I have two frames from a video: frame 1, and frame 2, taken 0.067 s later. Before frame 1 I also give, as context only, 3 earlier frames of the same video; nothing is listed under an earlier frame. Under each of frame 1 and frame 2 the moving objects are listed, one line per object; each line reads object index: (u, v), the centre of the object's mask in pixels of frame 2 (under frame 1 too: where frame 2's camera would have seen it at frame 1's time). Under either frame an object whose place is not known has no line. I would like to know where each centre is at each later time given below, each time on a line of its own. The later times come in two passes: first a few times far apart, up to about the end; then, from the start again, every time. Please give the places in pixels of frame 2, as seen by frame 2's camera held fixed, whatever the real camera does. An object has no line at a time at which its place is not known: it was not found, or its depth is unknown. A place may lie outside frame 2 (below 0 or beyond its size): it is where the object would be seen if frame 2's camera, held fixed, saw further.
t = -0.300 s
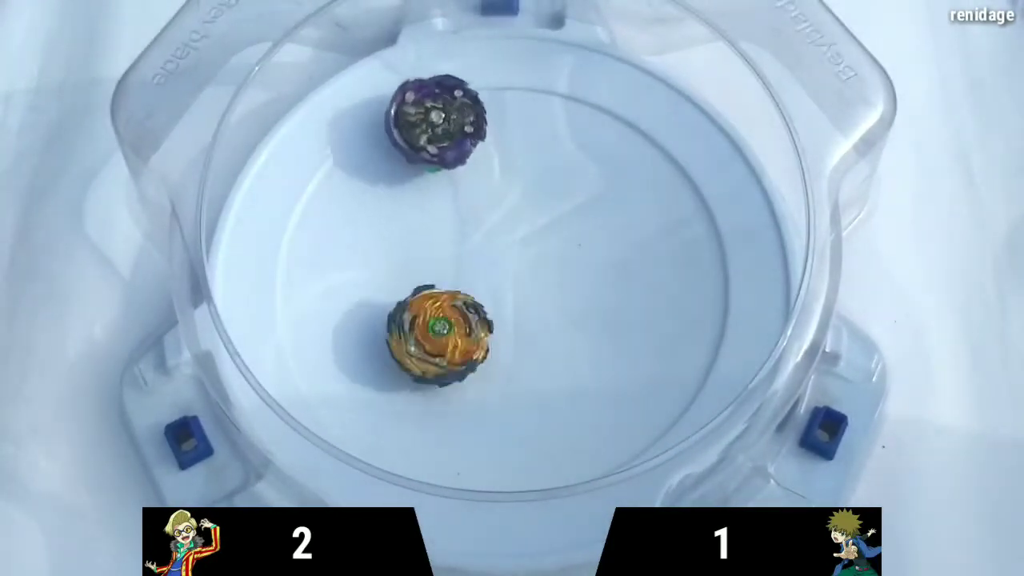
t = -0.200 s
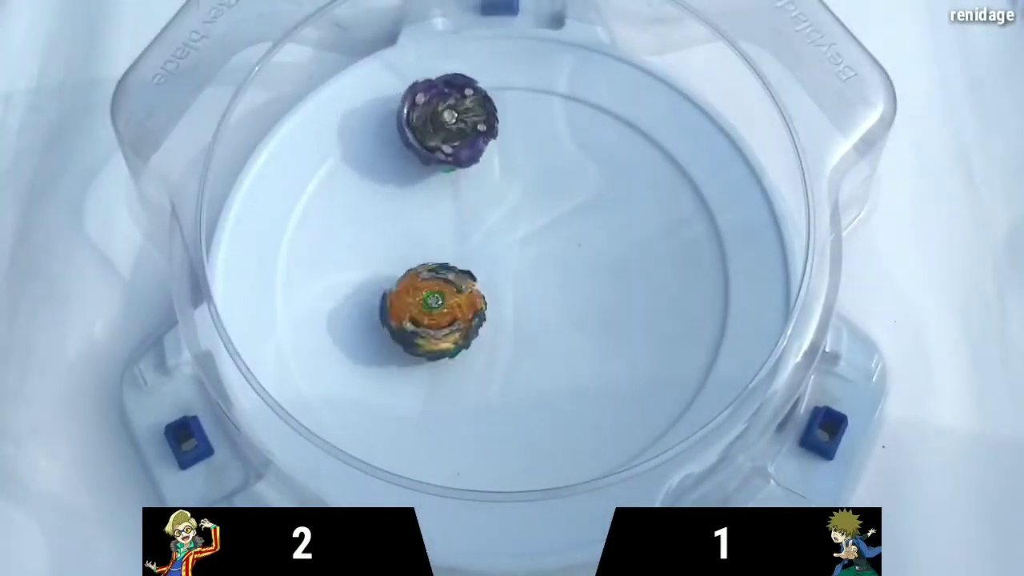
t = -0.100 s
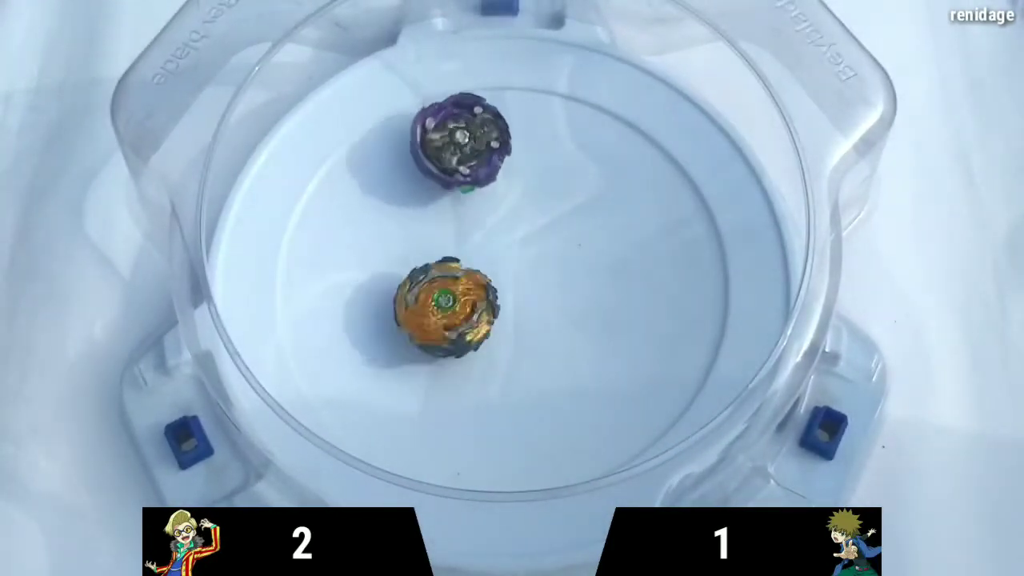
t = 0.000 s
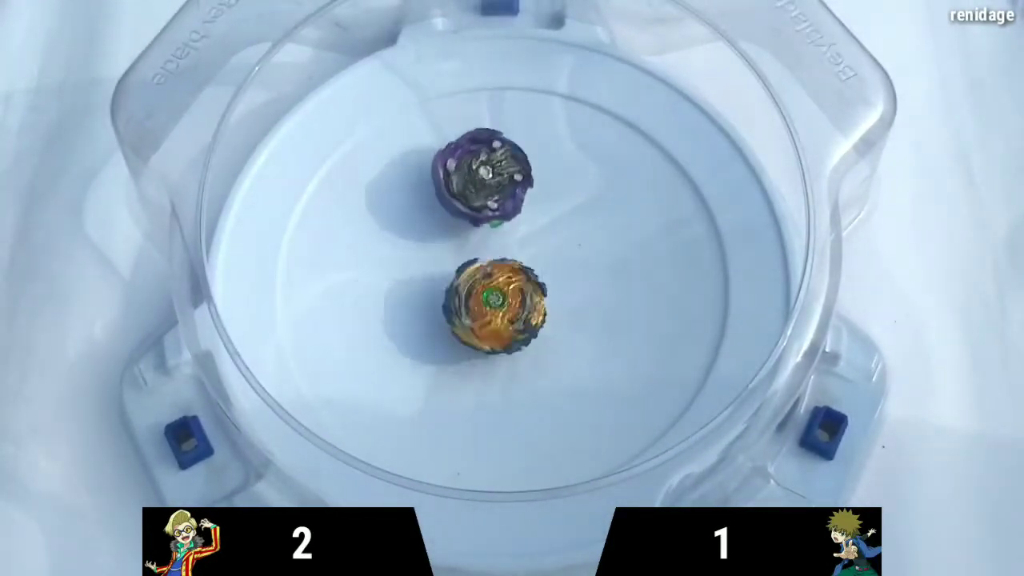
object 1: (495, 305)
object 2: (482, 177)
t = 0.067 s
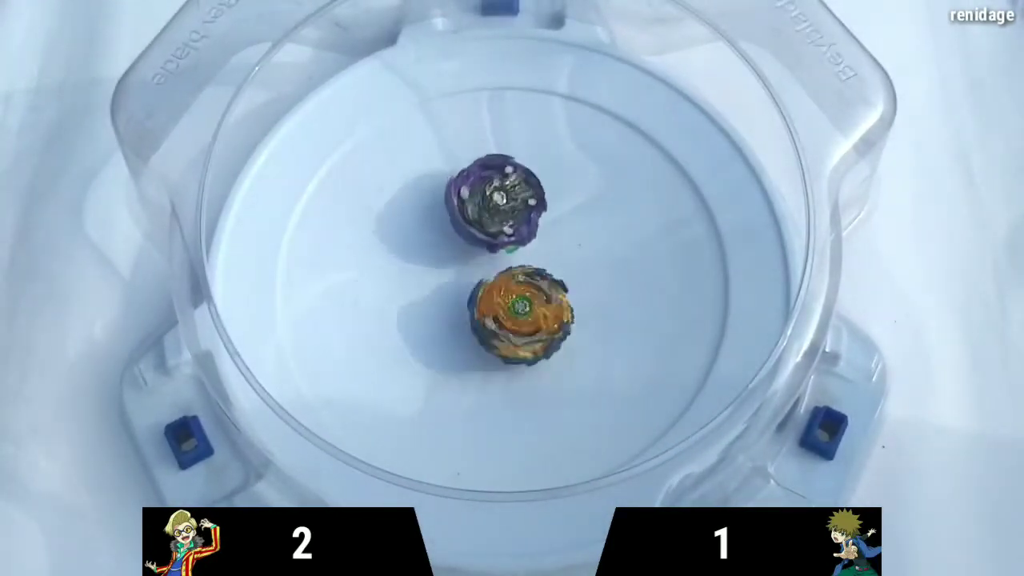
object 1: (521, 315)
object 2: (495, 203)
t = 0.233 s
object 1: (589, 340)
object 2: (483, 249)
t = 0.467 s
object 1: (555, 321)
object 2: (447, 335)
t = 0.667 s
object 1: (560, 287)
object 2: (400, 356)
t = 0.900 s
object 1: (575, 260)
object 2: (454, 335)
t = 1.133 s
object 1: (565, 238)
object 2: (498, 338)
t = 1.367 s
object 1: (554, 163)
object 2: (521, 348)
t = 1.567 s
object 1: (531, 161)
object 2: (550, 321)
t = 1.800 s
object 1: (506, 182)
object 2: (571, 272)
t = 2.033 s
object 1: (494, 197)
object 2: (594, 241)
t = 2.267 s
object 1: (481, 285)
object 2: (606, 225)
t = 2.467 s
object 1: (430, 428)
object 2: (584, 223)
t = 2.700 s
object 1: (397, 396)
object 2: (536, 231)
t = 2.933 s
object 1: (428, 332)
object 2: (499, 231)
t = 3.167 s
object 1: (524, 311)
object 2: (522, 176)
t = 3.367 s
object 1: (597, 275)
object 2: (539, 198)
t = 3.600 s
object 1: (679, 218)
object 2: (477, 203)
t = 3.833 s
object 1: (607, 208)
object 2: (474, 252)
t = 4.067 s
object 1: (515, 171)
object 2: (514, 315)
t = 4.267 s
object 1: (520, 170)
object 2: (556, 339)
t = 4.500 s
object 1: (538, 173)
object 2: (591, 323)
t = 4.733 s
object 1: (524, 175)
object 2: (585, 281)
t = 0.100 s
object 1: (531, 318)
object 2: (499, 216)
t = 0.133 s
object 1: (543, 320)
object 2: (503, 226)
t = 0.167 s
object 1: (561, 329)
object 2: (496, 232)
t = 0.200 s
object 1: (578, 337)
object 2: (487, 239)
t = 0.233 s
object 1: (589, 340)
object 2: (483, 249)
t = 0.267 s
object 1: (593, 340)
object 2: (481, 265)
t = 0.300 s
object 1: (593, 337)
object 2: (482, 282)
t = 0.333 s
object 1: (590, 333)
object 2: (476, 295)
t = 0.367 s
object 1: (583, 330)
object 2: (472, 309)
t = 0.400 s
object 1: (576, 326)
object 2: (466, 318)
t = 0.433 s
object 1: (566, 323)
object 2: (456, 325)
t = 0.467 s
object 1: (555, 321)
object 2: (447, 335)
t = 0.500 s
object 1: (549, 317)
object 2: (435, 348)
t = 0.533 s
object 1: (550, 310)
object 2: (422, 360)
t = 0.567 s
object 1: (553, 303)
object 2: (412, 364)
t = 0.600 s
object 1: (555, 298)
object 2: (404, 363)
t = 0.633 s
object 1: (558, 292)
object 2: (400, 360)
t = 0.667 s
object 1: (560, 287)
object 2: (400, 356)
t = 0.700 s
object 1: (564, 282)
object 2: (403, 352)
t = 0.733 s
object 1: (566, 278)
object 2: (408, 348)
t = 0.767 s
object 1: (569, 273)
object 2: (415, 345)
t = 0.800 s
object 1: (572, 268)
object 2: (424, 340)
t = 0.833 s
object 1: (573, 265)
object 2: (434, 337)
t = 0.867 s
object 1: (576, 262)
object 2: (443, 335)
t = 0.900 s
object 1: (575, 260)
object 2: (454, 335)
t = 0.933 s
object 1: (575, 258)
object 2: (465, 334)
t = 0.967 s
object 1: (574, 256)
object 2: (474, 333)
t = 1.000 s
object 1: (572, 255)
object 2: (480, 333)
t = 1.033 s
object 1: (570, 254)
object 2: (487, 332)
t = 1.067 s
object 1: (569, 253)
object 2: (492, 331)
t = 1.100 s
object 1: (566, 251)
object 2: (497, 327)
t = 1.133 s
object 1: (565, 238)
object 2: (498, 338)
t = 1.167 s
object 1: (564, 221)
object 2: (498, 346)
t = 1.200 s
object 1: (564, 206)
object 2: (499, 350)
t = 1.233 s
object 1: (562, 194)
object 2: (501, 352)
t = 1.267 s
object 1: (560, 183)
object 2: (503, 352)
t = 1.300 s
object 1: (558, 174)
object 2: (509, 352)
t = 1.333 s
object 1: (556, 168)
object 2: (515, 351)
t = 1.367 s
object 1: (554, 163)
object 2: (521, 348)
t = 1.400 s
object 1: (550, 160)
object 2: (526, 345)
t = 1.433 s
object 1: (546, 158)
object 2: (531, 342)
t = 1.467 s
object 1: (542, 157)
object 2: (536, 338)
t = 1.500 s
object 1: (538, 157)
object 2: (542, 334)
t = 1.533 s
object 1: (535, 158)
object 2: (546, 327)
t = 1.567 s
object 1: (531, 161)
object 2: (550, 321)
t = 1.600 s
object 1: (528, 164)
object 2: (555, 314)
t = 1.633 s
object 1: (525, 167)
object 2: (558, 307)
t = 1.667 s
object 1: (522, 170)
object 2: (561, 301)
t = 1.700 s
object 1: (518, 173)
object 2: (565, 294)
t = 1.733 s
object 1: (513, 176)
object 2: (568, 286)
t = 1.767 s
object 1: (509, 179)
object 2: (570, 279)
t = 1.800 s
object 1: (506, 182)
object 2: (571, 272)
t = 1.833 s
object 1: (503, 185)
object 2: (572, 265)
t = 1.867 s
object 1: (504, 187)
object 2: (574, 259)
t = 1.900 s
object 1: (499, 189)
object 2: (583, 256)
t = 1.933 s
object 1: (497, 191)
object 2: (588, 253)
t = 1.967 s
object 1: (495, 193)
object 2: (591, 249)
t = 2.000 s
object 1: (494, 195)
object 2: (593, 245)
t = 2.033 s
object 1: (494, 197)
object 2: (594, 241)
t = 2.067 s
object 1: (493, 201)
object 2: (593, 238)
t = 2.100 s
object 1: (494, 206)
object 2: (593, 234)
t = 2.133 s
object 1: (488, 215)
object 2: (601, 230)
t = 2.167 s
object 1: (484, 228)
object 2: (606, 229)
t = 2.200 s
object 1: (483, 244)
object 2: (608, 228)
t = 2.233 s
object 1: (482, 263)
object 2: (608, 226)
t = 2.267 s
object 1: (481, 285)
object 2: (606, 225)
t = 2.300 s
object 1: (480, 310)
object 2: (605, 224)
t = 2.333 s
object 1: (477, 338)
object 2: (602, 223)
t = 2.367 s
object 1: (470, 365)
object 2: (598, 222)
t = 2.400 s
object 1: (461, 391)
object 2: (594, 222)
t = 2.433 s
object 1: (447, 413)
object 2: (589, 223)
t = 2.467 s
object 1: (430, 428)
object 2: (584, 223)
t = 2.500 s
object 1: (416, 434)
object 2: (578, 224)
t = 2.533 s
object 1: (403, 442)
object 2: (572, 226)
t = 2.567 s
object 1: (399, 435)
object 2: (565, 227)
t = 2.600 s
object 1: (400, 423)
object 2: (558, 229)
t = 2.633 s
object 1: (396, 412)
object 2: (550, 230)
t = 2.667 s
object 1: (397, 403)
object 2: (544, 231)
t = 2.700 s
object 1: (397, 396)
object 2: (536, 231)
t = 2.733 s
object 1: (398, 390)
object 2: (530, 231)
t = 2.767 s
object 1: (398, 385)
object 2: (523, 231)
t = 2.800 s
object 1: (399, 381)
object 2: (516, 230)
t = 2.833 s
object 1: (403, 374)
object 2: (511, 230)
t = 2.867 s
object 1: (407, 362)
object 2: (506, 230)
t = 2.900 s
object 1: (415, 349)
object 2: (502, 229)
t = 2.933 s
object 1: (428, 332)
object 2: (499, 231)
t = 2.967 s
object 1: (441, 318)
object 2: (496, 231)
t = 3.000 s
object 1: (454, 321)
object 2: (498, 211)
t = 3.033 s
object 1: (466, 323)
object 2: (503, 197)
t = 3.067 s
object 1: (482, 322)
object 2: (509, 188)
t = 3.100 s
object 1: (496, 318)
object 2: (513, 182)
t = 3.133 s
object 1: (511, 315)
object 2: (517, 178)
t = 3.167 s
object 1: (524, 311)
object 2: (522, 176)
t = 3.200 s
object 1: (537, 307)
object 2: (526, 176)
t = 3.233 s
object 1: (551, 301)
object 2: (530, 177)
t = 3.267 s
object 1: (563, 295)
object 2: (534, 181)
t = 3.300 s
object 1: (575, 288)
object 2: (538, 187)
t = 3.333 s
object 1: (586, 282)
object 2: (540, 193)
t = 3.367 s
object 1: (597, 275)
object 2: (539, 198)
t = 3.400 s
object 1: (623, 270)
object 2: (523, 200)
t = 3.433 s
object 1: (641, 262)
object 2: (510, 201)
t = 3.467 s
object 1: (654, 252)
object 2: (501, 199)
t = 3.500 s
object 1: (665, 243)
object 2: (493, 198)
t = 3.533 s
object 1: (675, 232)
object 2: (487, 199)
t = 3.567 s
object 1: (679, 225)
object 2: (482, 200)
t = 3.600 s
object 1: (679, 218)
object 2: (477, 203)
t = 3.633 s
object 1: (676, 214)
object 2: (474, 207)
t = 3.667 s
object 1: (672, 211)
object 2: (471, 212)
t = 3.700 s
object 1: (665, 206)
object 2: (469, 218)
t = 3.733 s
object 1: (653, 203)
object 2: (468, 226)
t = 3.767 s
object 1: (638, 205)
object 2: (469, 233)
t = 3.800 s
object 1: (623, 207)
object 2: (471, 242)
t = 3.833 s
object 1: (607, 208)
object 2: (474, 252)
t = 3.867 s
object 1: (589, 207)
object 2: (477, 261)
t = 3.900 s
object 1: (569, 204)
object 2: (481, 271)
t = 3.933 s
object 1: (551, 200)
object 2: (485, 280)
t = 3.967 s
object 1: (535, 193)
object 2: (492, 289)
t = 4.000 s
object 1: (524, 186)
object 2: (499, 298)
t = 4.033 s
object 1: (518, 178)
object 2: (506, 307)
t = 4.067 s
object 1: (515, 171)
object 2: (514, 315)
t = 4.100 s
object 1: (514, 166)
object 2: (520, 321)
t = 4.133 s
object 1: (514, 163)
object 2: (528, 328)
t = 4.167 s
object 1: (514, 162)
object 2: (534, 333)
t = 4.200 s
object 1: (514, 164)
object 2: (542, 336)
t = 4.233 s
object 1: (516, 167)
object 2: (549, 339)
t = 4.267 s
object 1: (520, 170)
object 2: (556, 339)
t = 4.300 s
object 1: (526, 174)
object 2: (563, 341)
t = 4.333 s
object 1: (532, 175)
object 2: (569, 341)
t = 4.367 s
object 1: (537, 174)
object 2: (575, 340)
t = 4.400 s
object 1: (540, 173)
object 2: (579, 338)
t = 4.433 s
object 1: (540, 172)
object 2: (584, 334)
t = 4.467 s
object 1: (540, 173)
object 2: (588, 329)
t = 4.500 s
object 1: (538, 173)
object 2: (591, 323)
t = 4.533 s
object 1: (536, 174)
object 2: (593, 318)
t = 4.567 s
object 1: (533, 175)
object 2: (594, 312)
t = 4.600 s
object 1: (530, 176)
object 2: (595, 306)
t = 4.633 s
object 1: (528, 176)
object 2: (593, 300)
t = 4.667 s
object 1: (526, 176)
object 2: (592, 294)
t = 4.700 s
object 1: (525, 176)
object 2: (589, 288)
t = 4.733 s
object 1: (524, 175)
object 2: (585, 281)
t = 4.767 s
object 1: (524, 175)
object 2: (580, 275)
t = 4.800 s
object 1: (525, 175)
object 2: (576, 268)
